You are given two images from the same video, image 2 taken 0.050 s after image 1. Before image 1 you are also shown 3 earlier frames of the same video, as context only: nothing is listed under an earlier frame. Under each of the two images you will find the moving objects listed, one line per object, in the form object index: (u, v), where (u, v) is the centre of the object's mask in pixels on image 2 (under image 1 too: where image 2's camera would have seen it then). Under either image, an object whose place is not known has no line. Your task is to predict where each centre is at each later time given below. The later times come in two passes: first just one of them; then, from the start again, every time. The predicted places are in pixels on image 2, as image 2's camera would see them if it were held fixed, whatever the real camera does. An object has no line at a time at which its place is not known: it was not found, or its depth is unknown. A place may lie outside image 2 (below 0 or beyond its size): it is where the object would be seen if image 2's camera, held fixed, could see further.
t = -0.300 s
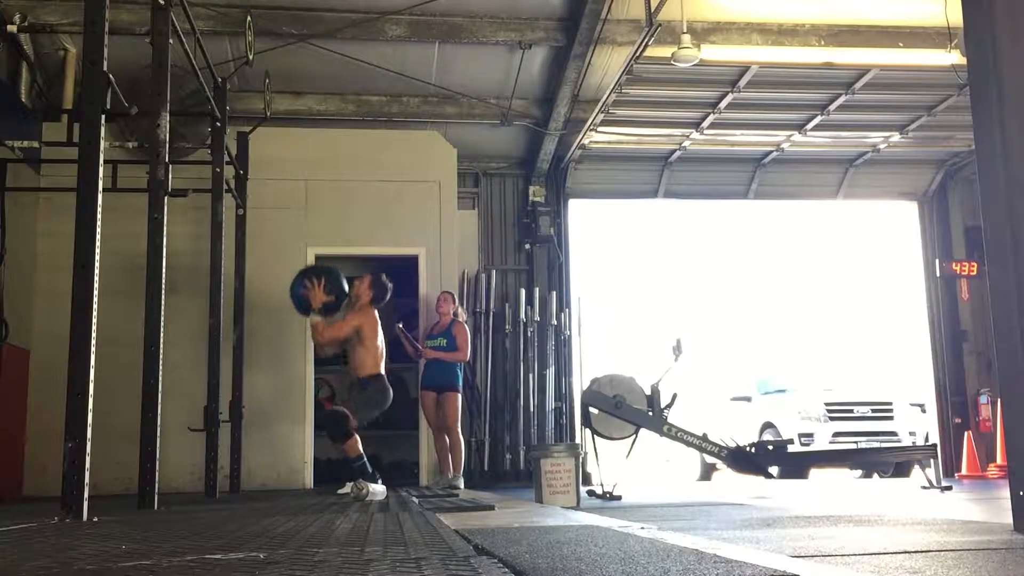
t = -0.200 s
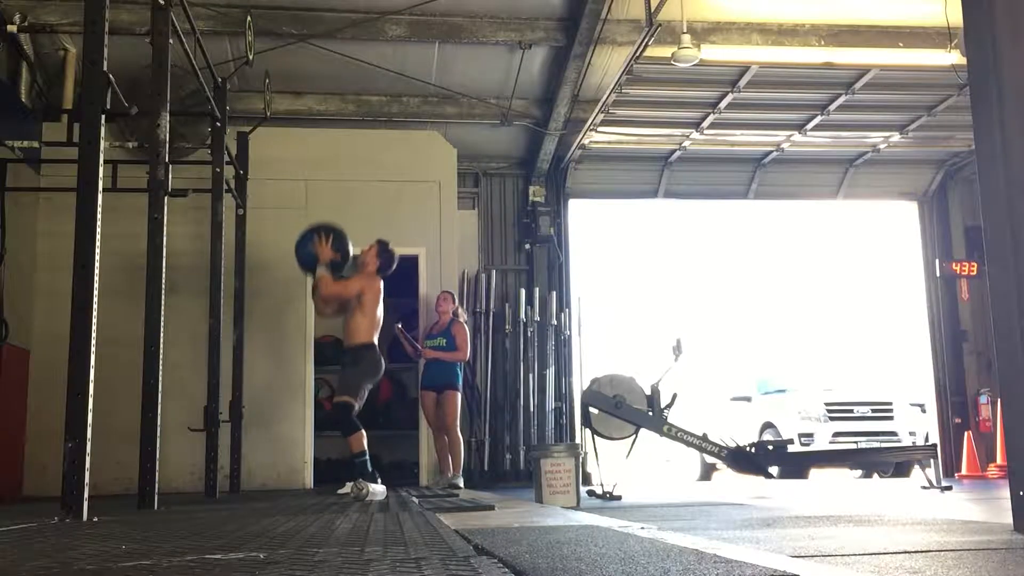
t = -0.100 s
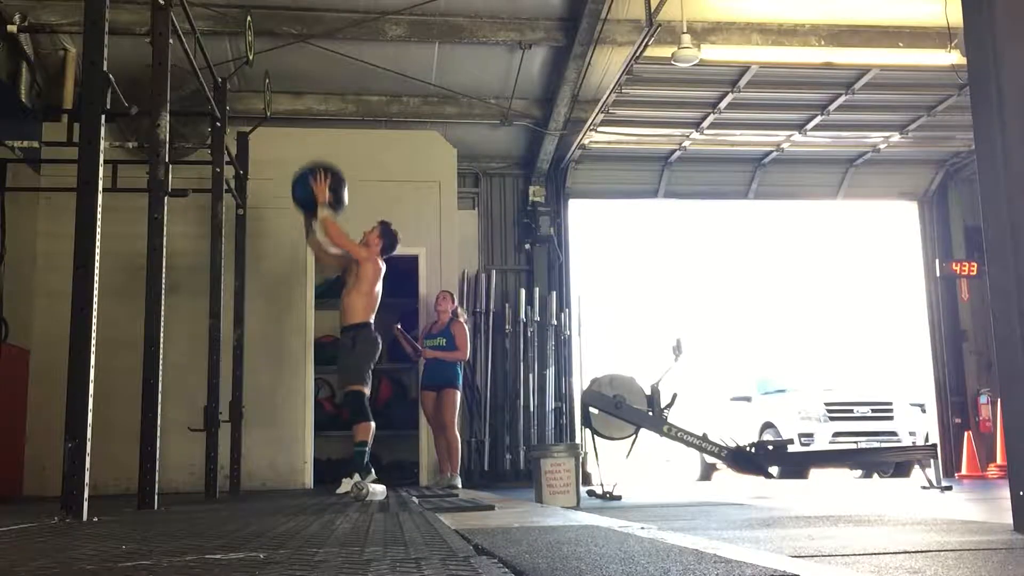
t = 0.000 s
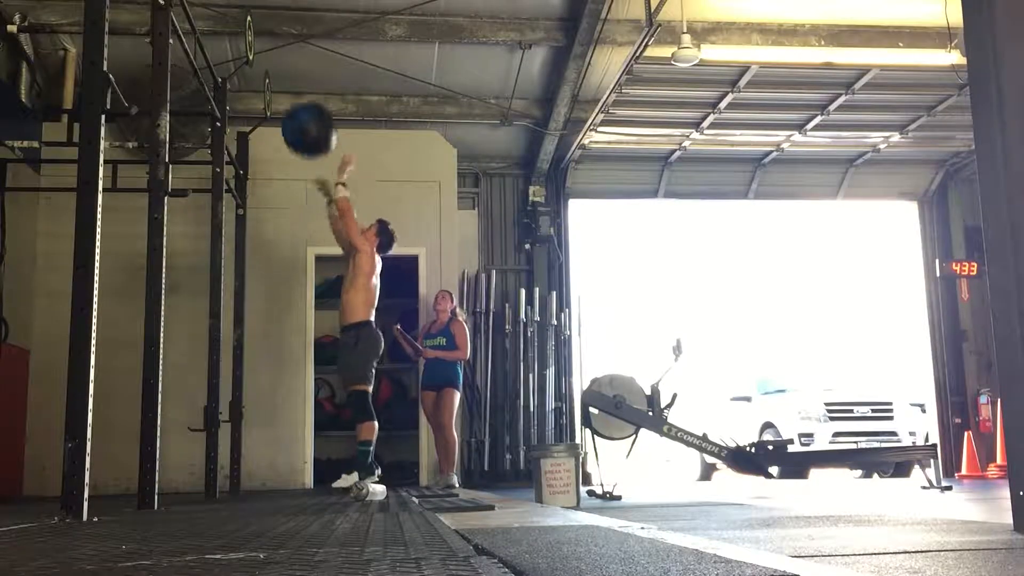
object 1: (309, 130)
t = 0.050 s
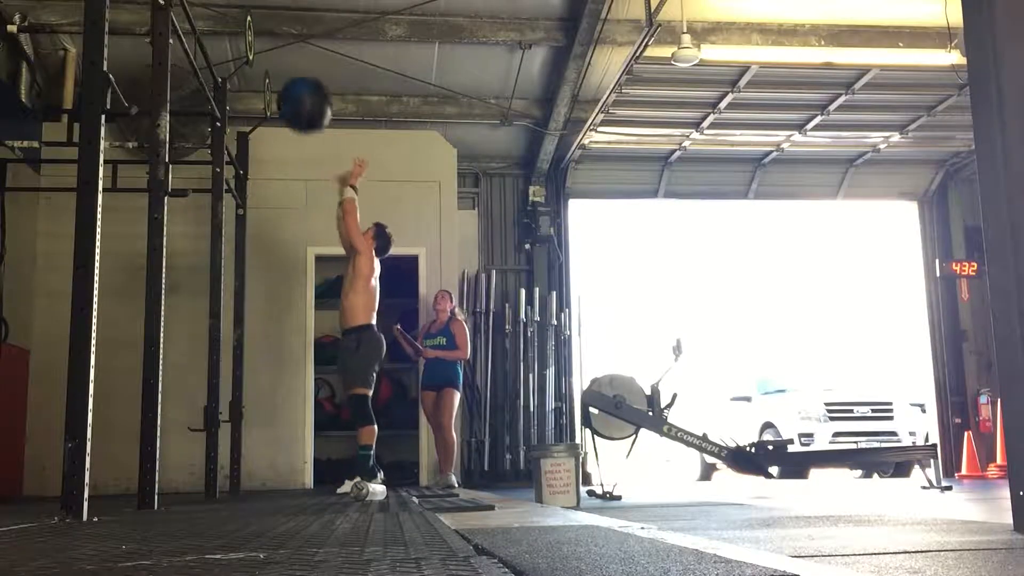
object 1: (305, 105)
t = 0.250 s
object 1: (284, 42)
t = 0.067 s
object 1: (303, 97)
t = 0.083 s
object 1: (301, 90)
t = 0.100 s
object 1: (300, 83)
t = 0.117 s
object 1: (298, 77)
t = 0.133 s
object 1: (296, 71)
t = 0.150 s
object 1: (295, 65)
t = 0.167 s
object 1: (292, 60)
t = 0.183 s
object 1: (291, 56)
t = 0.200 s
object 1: (289, 52)
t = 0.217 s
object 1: (287, 47)
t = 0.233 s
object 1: (286, 44)
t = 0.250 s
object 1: (284, 42)
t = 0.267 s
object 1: (282, 38)
